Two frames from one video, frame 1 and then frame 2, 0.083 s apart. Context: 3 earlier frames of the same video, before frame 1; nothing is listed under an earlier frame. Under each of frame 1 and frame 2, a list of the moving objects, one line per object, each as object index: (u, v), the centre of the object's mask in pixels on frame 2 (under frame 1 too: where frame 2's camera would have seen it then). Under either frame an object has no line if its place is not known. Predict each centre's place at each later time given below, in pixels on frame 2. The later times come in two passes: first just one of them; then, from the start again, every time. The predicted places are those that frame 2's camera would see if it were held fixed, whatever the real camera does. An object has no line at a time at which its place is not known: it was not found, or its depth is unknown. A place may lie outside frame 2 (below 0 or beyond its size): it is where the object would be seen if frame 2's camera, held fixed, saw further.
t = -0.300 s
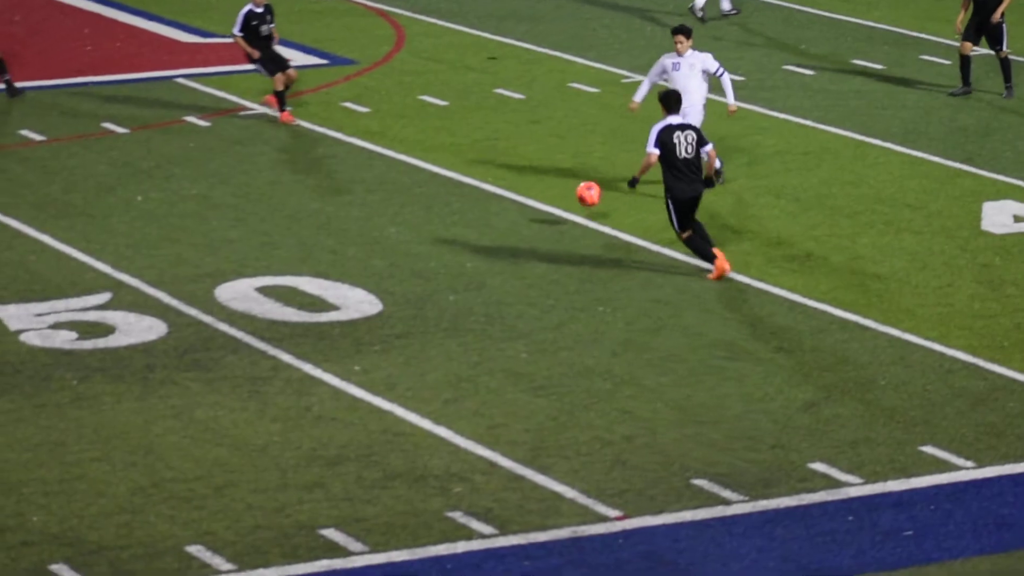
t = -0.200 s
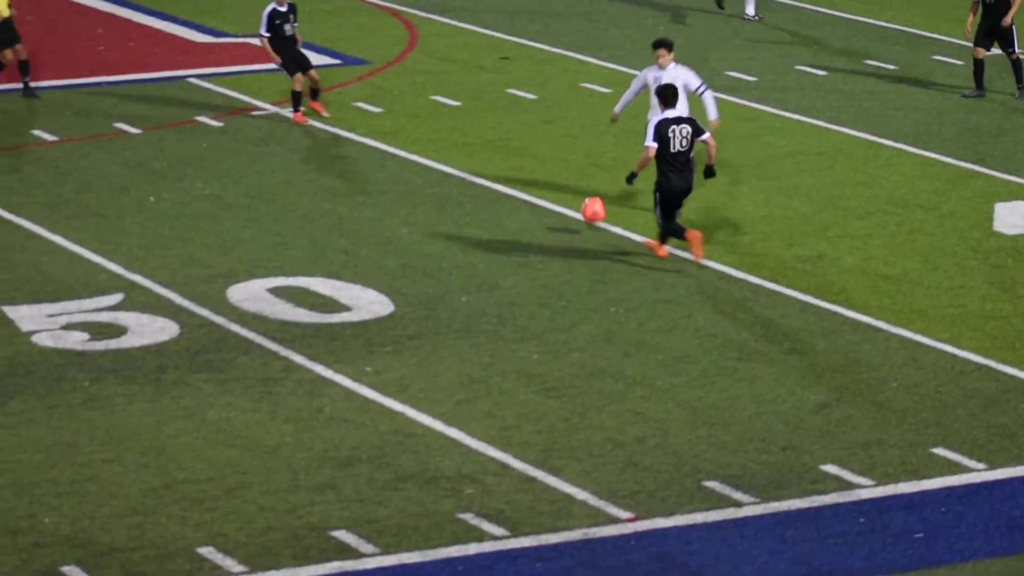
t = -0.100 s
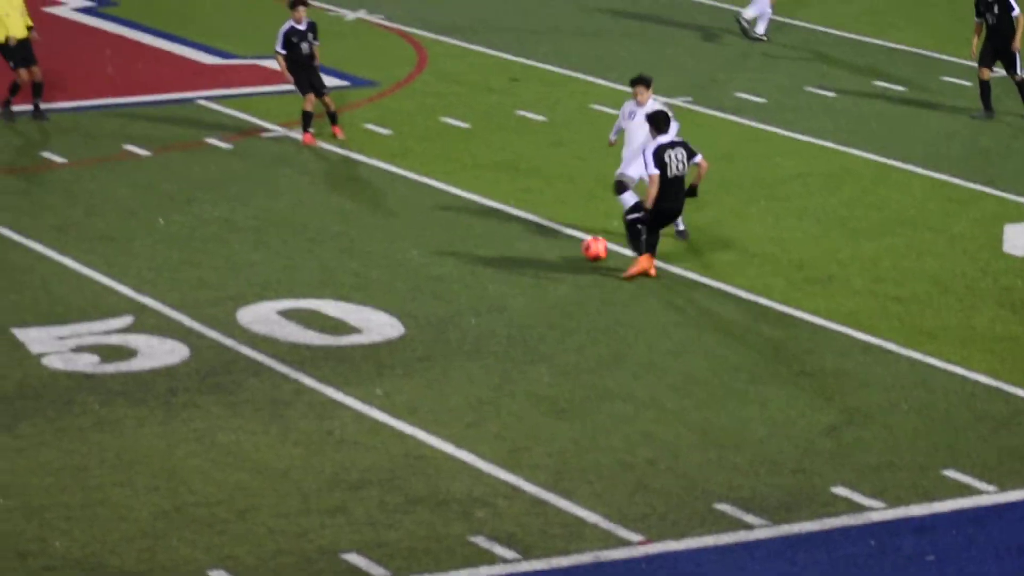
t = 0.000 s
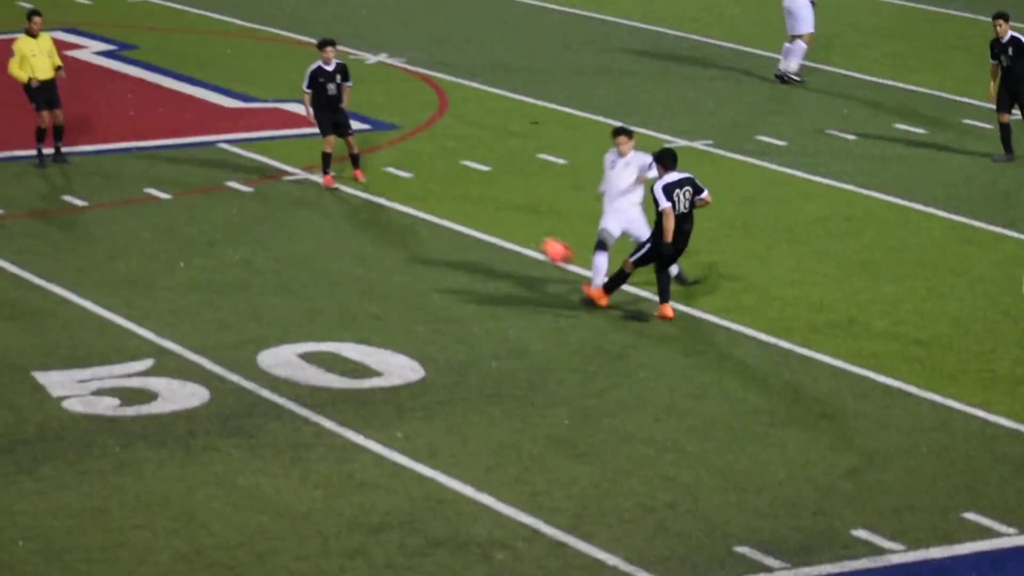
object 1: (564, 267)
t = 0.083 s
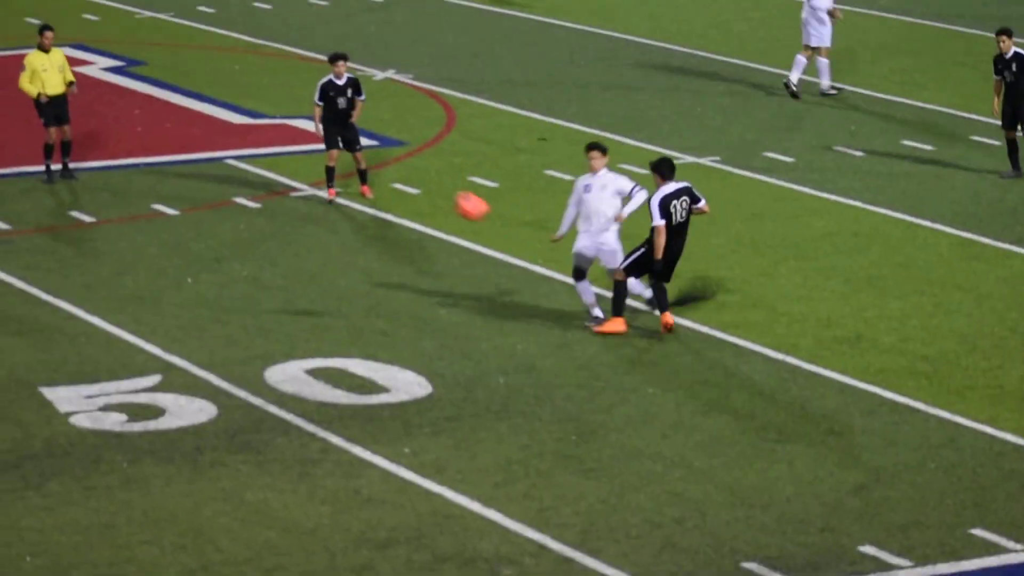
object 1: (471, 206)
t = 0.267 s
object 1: (261, 91)
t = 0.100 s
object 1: (452, 194)
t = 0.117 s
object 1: (433, 183)
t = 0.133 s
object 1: (414, 172)
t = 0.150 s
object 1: (395, 161)
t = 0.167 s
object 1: (377, 151)
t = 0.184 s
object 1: (358, 140)
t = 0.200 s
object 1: (339, 130)
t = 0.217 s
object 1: (321, 119)
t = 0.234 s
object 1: (300, 108)
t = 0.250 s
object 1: (281, 100)
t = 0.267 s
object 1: (261, 91)
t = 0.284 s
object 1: (241, 82)
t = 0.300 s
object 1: (221, 73)
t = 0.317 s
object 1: (202, 64)
